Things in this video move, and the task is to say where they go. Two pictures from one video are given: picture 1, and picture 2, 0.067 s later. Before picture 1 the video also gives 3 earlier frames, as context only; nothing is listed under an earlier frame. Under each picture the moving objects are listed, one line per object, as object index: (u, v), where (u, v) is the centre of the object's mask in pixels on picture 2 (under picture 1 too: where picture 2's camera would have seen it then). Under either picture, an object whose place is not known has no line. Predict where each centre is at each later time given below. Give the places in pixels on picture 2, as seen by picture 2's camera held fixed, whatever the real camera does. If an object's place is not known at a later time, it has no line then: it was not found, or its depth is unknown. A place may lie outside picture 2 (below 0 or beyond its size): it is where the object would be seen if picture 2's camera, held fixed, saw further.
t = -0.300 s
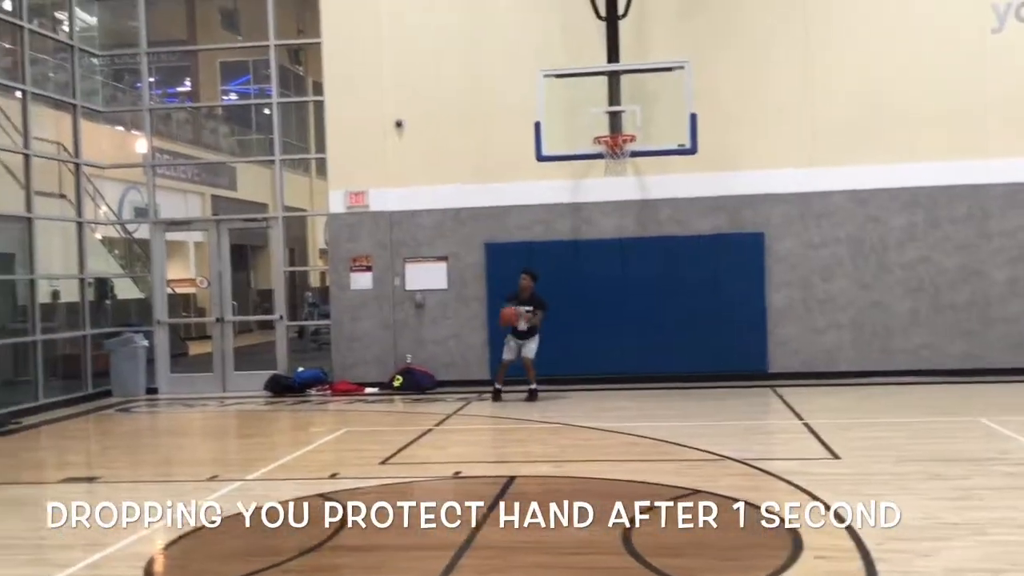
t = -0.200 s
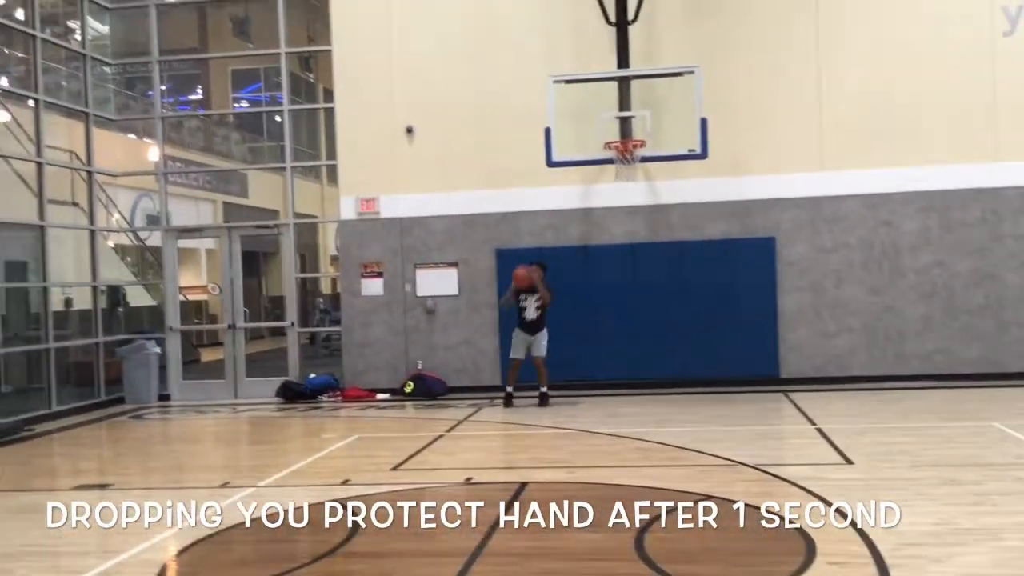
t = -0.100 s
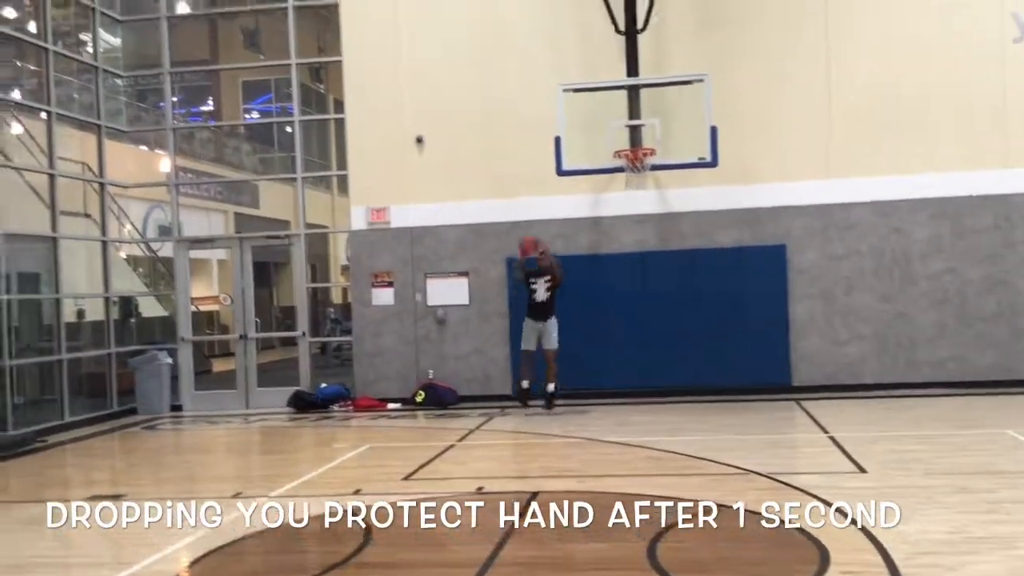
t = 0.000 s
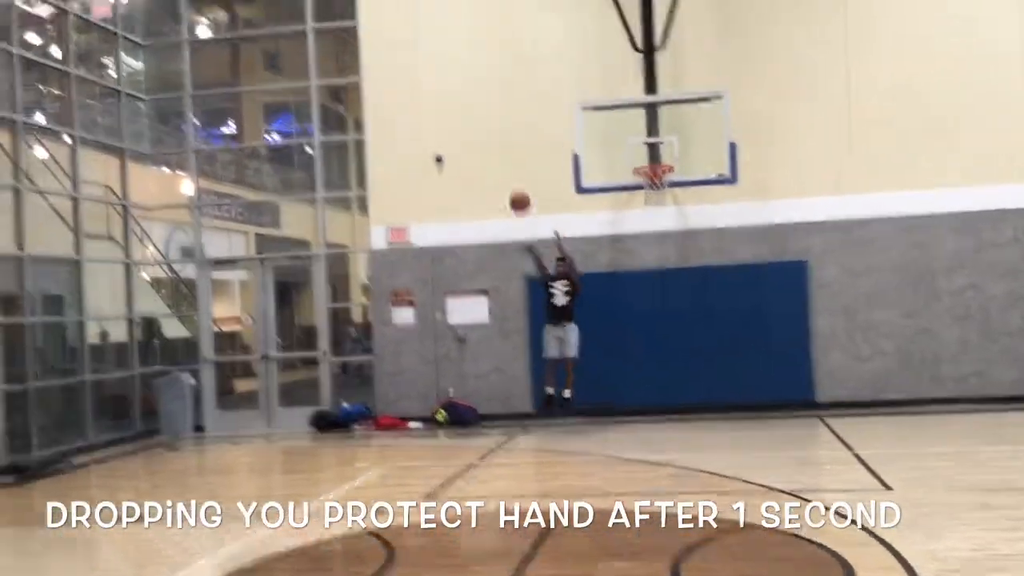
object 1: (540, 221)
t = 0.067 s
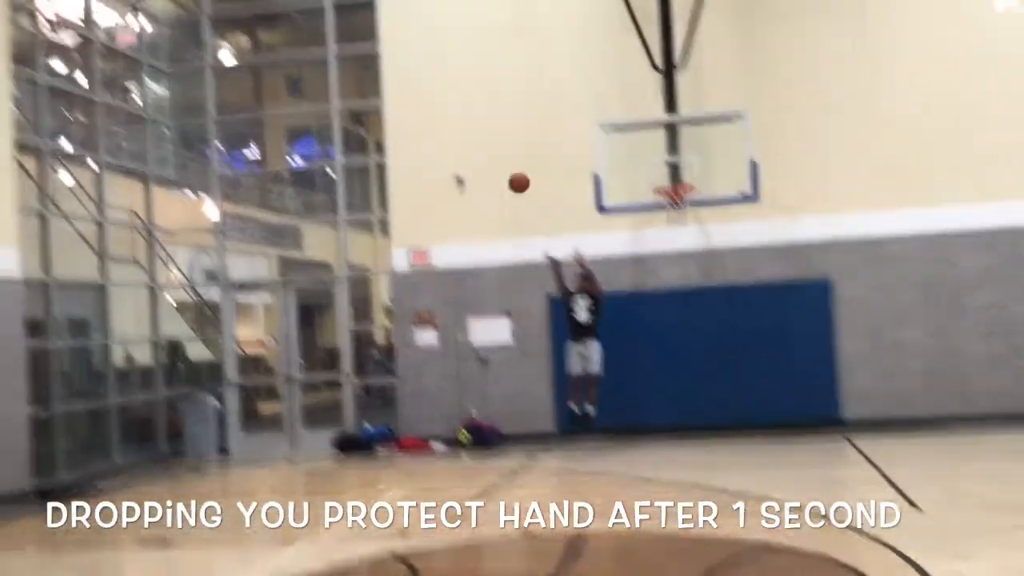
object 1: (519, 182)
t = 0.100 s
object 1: (507, 164)
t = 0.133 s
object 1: (496, 145)
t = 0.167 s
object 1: (485, 127)
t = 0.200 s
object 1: (473, 110)
